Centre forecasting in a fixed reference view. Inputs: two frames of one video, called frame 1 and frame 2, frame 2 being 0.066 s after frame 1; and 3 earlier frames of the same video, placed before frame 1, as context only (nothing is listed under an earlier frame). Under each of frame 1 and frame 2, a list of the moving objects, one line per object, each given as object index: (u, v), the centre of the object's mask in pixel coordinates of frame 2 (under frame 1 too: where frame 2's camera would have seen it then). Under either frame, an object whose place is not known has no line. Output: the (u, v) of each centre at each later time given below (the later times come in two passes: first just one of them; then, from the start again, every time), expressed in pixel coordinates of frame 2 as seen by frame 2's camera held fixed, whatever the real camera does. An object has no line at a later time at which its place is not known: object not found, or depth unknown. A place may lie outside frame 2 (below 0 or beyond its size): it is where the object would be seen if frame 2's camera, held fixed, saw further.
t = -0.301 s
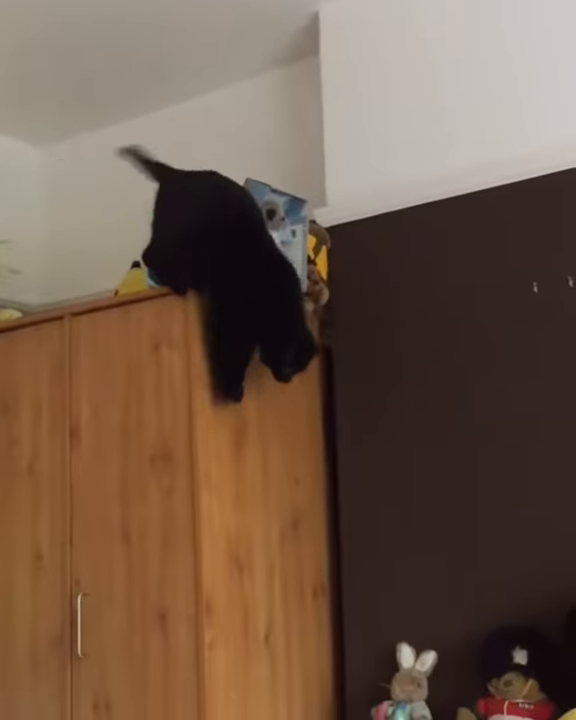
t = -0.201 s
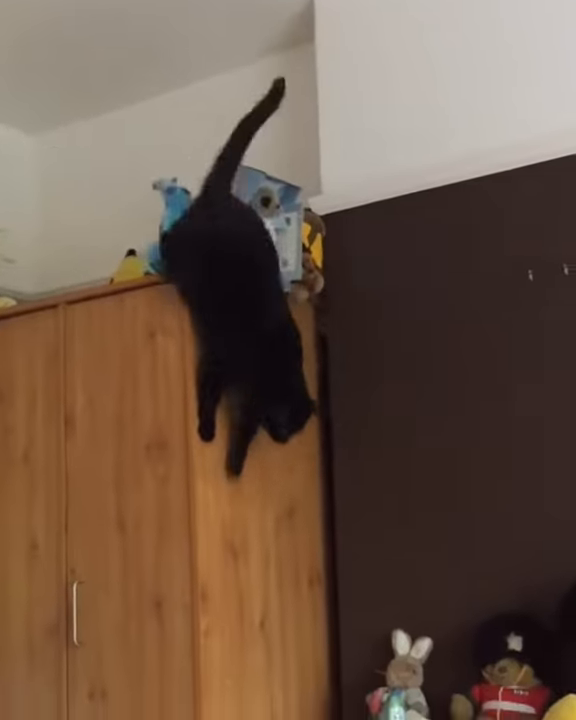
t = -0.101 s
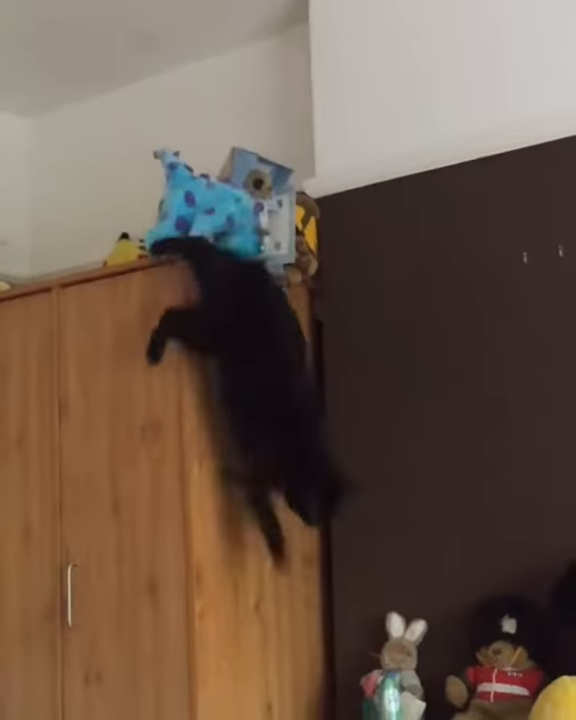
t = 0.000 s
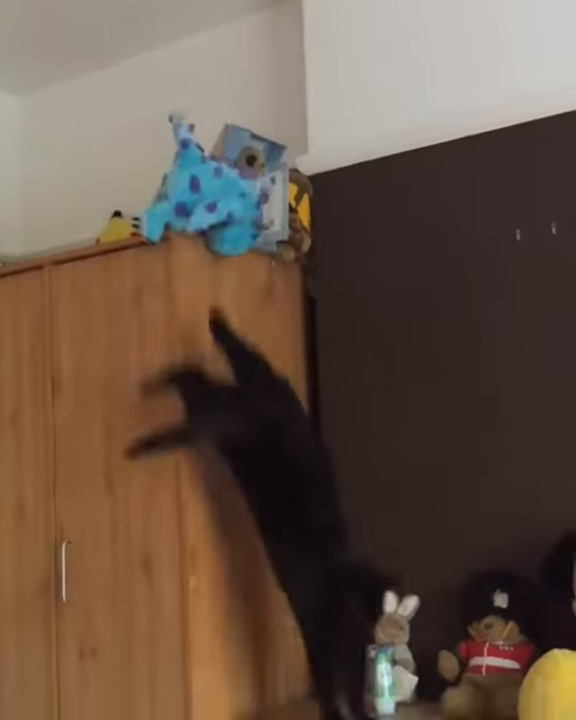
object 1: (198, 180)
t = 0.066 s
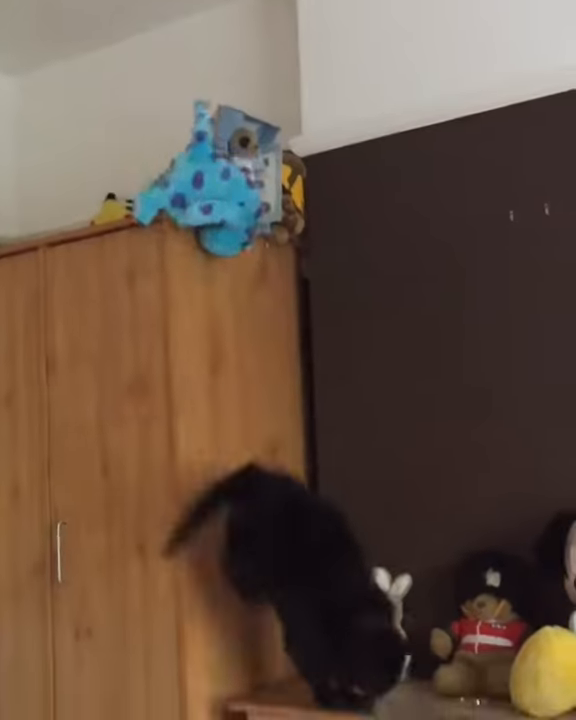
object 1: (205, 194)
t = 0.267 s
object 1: (233, 335)
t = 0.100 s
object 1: (209, 208)
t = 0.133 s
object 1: (212, 225)
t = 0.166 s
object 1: (214, 246)
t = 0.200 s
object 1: (220, 267)
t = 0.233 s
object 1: (227, 298)
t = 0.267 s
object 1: (233, 335)
